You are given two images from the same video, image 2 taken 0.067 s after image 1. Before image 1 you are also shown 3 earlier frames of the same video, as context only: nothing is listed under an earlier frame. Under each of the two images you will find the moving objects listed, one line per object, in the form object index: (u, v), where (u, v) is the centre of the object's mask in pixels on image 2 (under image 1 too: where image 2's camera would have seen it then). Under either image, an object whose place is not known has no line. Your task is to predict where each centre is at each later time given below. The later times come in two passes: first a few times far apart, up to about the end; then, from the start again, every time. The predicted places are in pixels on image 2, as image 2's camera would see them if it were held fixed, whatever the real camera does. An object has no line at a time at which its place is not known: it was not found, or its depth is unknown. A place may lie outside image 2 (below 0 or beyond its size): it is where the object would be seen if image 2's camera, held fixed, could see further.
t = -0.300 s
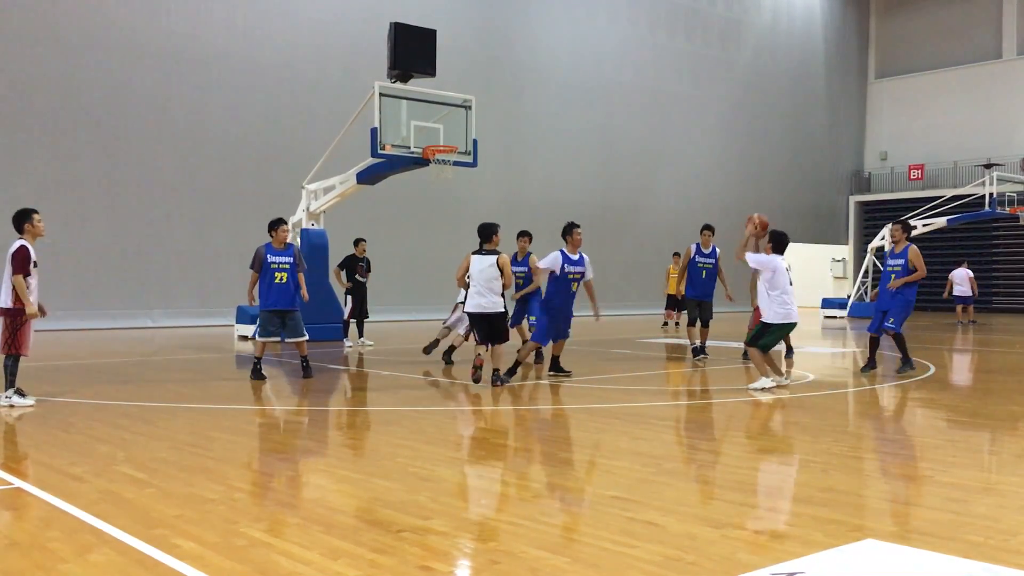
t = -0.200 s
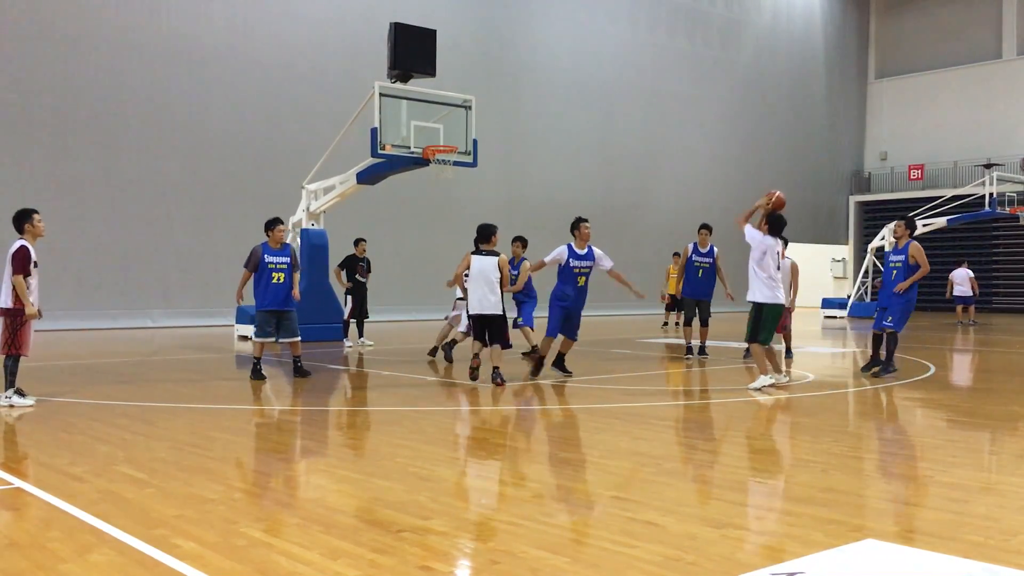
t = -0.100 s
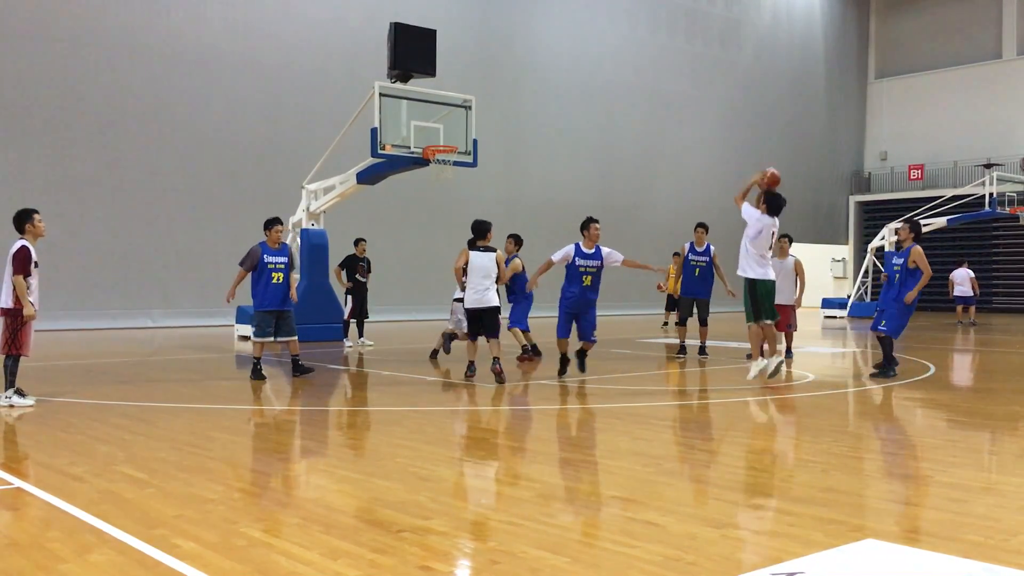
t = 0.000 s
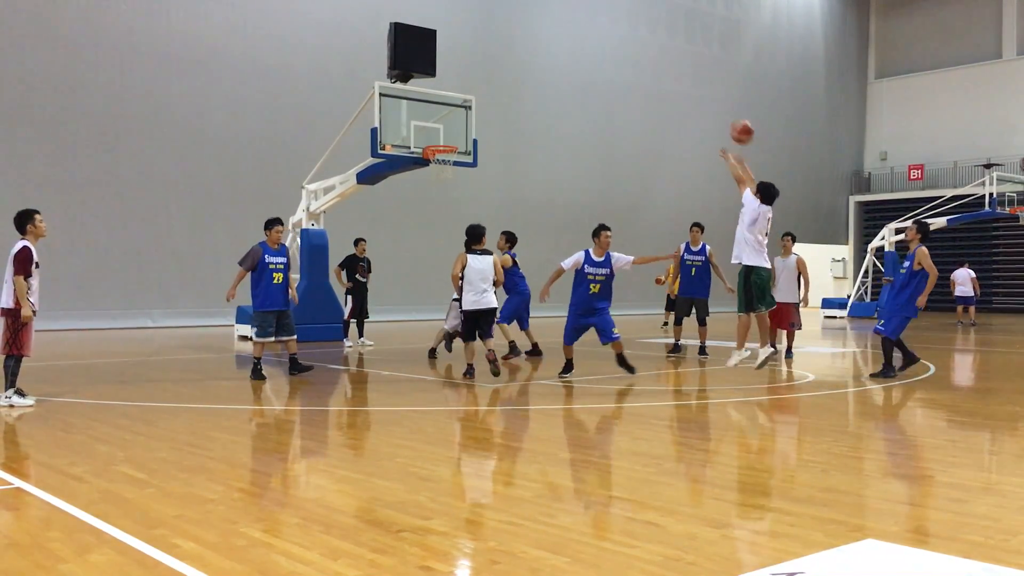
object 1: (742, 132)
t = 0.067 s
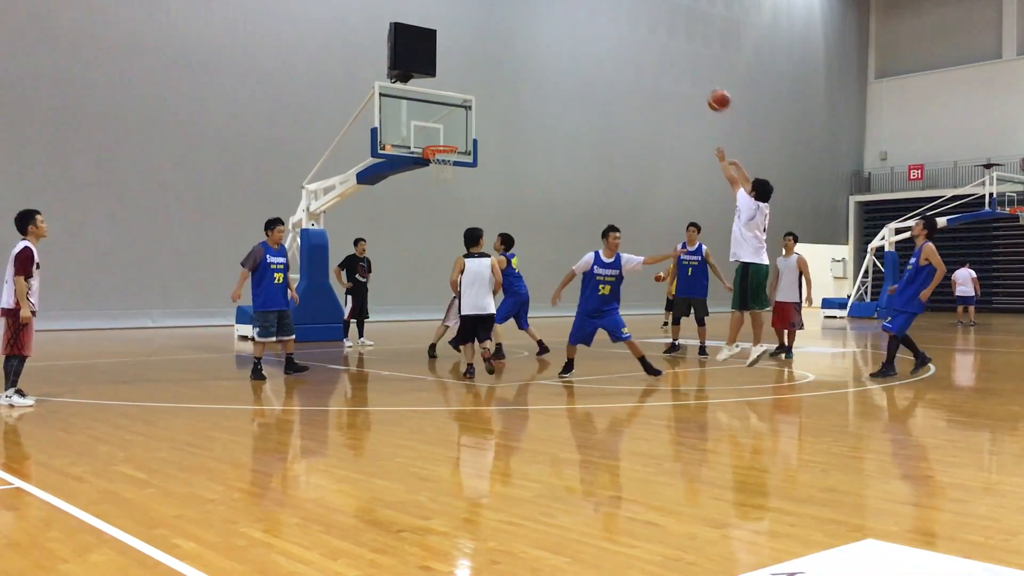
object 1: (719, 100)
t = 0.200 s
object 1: (676, 53)
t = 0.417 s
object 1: (614, 15)
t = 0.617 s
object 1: (566, 16)
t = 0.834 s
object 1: (522, 48)
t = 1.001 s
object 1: (491, 92)
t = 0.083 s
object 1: (713, 93)
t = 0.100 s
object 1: (707, 87)
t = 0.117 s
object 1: (702, 80)
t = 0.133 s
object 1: (696, 74)
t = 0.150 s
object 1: (691, 68)
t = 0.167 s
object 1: (686, 63)
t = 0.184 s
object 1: (680, 58)
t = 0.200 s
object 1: (676, 53)
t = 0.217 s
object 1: (670, 48)
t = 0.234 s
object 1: (665, 43)
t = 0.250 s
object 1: (660, 40)
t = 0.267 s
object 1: (655, 36)
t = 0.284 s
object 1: (650, 32)
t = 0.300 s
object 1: (645, 29)
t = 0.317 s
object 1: (641, 27)
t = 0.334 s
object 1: (636, 24)
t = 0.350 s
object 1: (631, 22)
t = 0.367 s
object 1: (627, 19)
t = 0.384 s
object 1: (622, 18)
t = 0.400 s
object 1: (618, 16)
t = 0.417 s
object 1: (614, 15)
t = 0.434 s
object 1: (609, 13)
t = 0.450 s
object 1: (605, 13)
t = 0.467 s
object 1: (601, 12)
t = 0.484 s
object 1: (597, 11)
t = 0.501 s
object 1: (593, 11)
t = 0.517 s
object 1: (589, 11)
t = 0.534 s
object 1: (585, 11)
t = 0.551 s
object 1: (581, 12)
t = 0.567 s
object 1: (577, 12)
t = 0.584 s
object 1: (573, 13)
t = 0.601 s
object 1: (570, 14)
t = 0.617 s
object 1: (566, 16)
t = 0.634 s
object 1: (562, 17)
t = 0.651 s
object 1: (559, 19)
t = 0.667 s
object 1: (555, 21)
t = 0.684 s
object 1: (552, 22)
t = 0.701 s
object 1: (548, 25)
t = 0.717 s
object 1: (545, 27)
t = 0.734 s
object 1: (541, 30)
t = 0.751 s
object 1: (538, 32)
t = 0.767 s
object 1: (535, 35)
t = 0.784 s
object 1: (531, 38)
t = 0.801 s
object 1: (528, 42)
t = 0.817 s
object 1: (525, 45)
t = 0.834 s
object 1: (522, 48)
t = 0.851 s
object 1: (519, 52)
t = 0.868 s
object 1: (515, 56)
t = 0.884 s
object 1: (512, 60)
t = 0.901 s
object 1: (509, 64)
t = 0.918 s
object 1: (506, 69)
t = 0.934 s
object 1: (503, 73)
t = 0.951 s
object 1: (500, 77)
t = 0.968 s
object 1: (497, 82)
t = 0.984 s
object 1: (494, 87)
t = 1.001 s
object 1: (491, 92)
